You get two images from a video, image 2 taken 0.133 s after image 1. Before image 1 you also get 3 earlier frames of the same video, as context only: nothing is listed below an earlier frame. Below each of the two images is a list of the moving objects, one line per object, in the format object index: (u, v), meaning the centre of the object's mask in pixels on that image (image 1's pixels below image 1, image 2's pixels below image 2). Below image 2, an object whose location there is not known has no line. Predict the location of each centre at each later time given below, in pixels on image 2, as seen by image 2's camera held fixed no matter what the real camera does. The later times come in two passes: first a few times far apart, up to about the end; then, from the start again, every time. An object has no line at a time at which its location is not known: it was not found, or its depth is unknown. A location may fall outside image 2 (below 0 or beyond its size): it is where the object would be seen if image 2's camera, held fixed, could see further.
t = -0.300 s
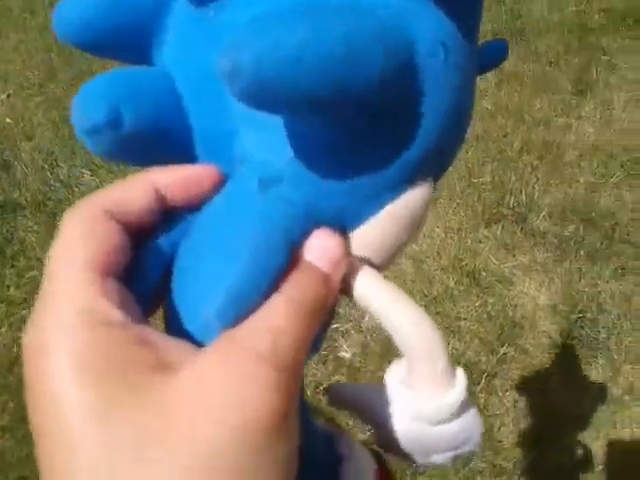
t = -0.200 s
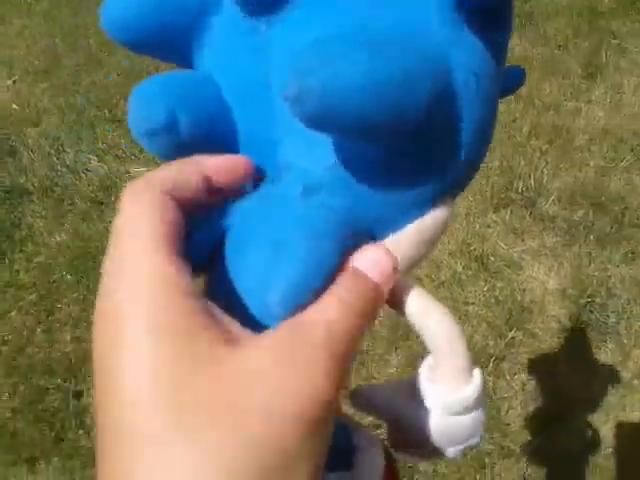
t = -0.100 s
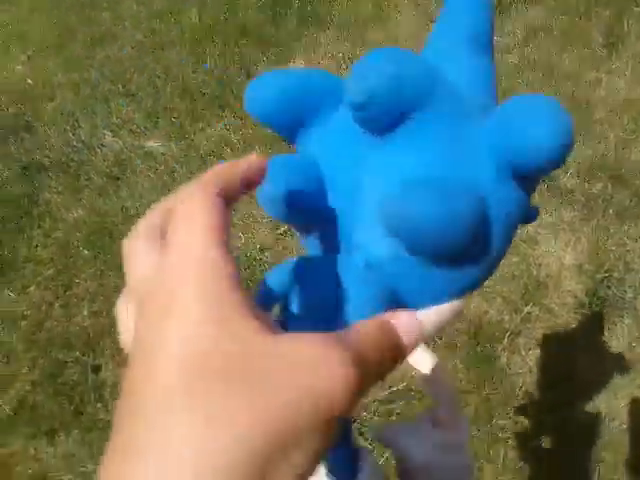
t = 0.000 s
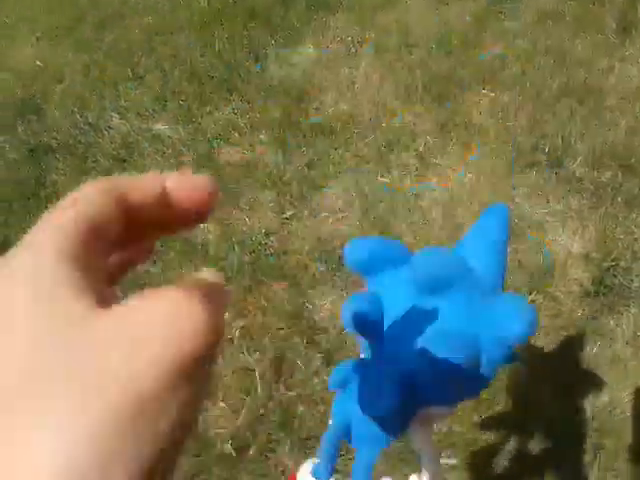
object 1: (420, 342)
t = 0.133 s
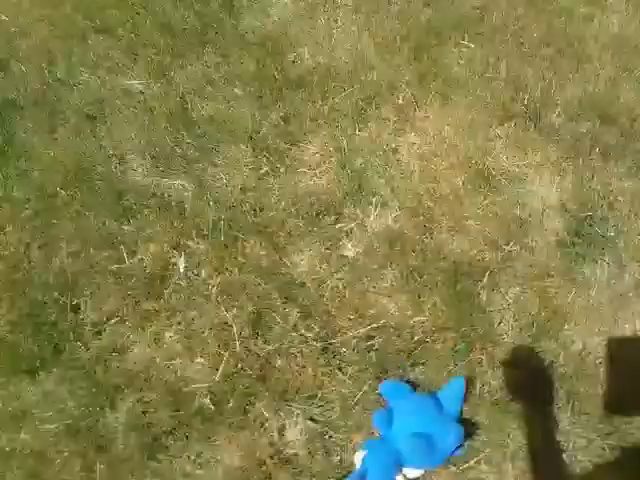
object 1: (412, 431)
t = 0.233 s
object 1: (382, 452)
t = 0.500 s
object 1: (370, 477)
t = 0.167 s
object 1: (405, 438)
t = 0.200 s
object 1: (393, 443)
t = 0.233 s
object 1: (382, 452)
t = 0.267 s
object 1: (372, 462)
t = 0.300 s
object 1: (367, 468)
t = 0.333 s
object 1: (363, 473)
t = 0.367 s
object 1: (359, 476)
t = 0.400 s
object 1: (357, 478)
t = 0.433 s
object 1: (358, 480)
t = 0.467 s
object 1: (362, 480)
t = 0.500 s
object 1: (370, 477)
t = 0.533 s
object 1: (374, 475)
